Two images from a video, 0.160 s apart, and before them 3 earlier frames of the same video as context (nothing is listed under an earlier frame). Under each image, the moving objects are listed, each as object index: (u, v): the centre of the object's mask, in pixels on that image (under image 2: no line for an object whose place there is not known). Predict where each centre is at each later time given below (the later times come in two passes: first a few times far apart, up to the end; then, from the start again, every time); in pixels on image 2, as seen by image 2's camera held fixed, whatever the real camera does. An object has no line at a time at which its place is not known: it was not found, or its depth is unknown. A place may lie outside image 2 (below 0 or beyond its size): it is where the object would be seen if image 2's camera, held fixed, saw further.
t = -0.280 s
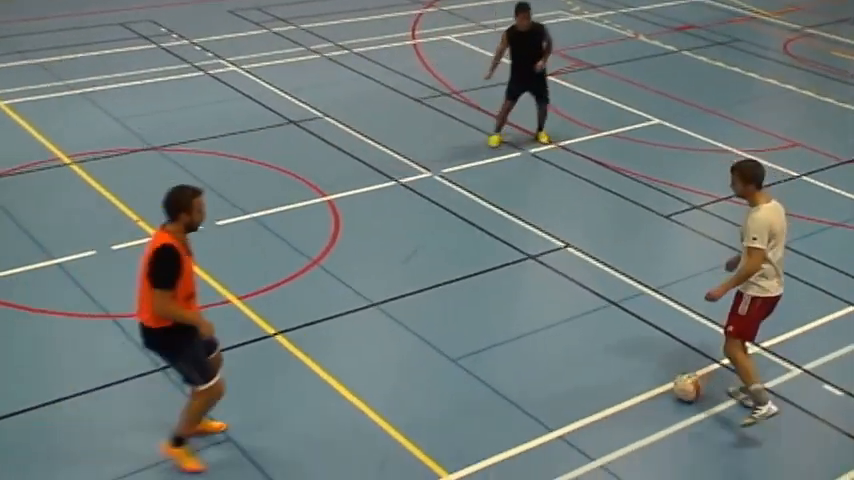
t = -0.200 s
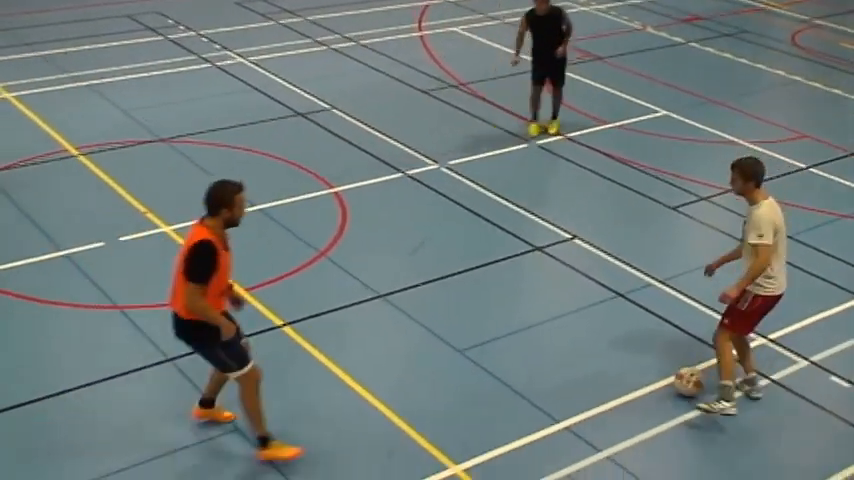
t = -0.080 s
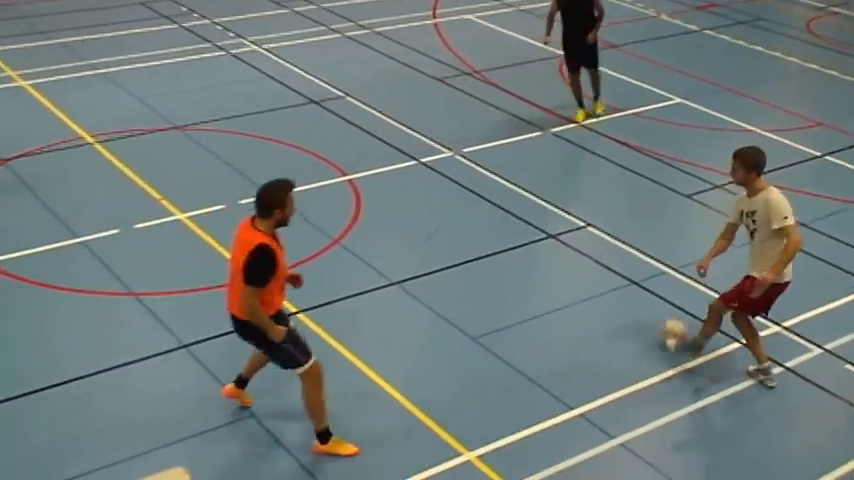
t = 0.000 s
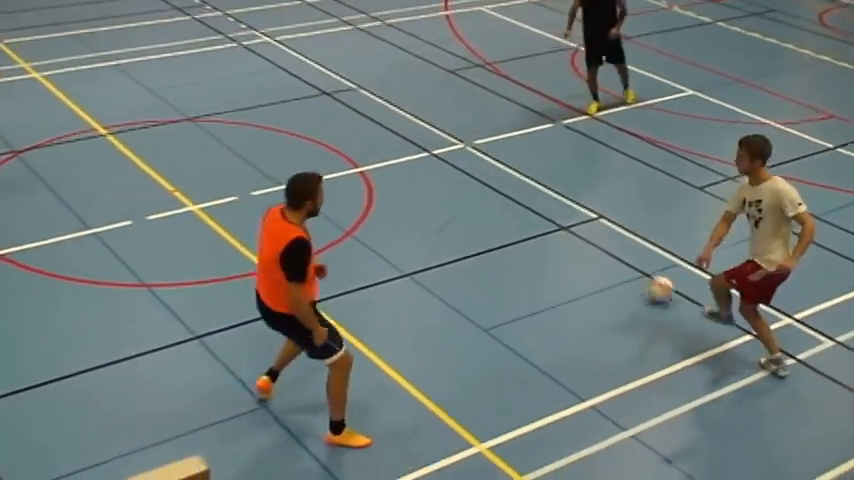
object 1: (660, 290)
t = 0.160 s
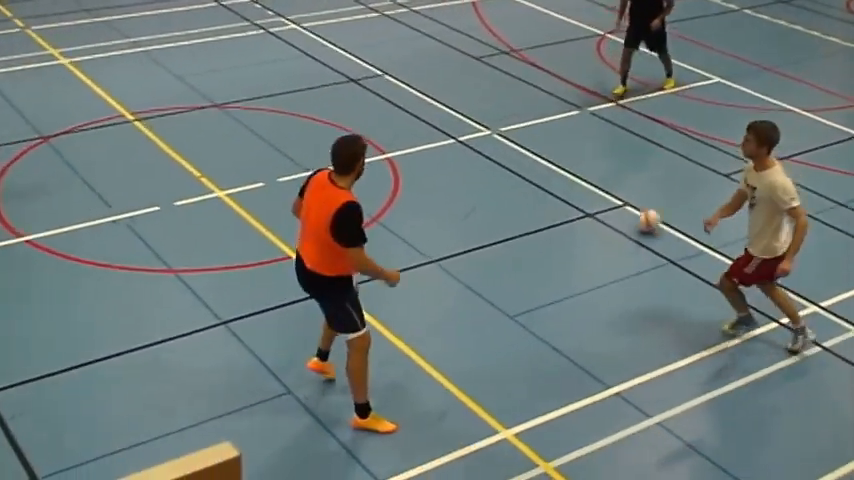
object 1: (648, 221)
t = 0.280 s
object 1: (628, 189)
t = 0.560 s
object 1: (591, 136)
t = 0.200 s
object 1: (640, 209)
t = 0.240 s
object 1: (634, 199)
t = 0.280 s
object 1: (628, 189)
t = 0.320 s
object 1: (621, 181)
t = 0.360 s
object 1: (615, 172)
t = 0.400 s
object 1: (610, 164)
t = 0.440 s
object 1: (605, 157)
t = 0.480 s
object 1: (600, 150)
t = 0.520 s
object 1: (595, 143)
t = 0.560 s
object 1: (591, 136)
